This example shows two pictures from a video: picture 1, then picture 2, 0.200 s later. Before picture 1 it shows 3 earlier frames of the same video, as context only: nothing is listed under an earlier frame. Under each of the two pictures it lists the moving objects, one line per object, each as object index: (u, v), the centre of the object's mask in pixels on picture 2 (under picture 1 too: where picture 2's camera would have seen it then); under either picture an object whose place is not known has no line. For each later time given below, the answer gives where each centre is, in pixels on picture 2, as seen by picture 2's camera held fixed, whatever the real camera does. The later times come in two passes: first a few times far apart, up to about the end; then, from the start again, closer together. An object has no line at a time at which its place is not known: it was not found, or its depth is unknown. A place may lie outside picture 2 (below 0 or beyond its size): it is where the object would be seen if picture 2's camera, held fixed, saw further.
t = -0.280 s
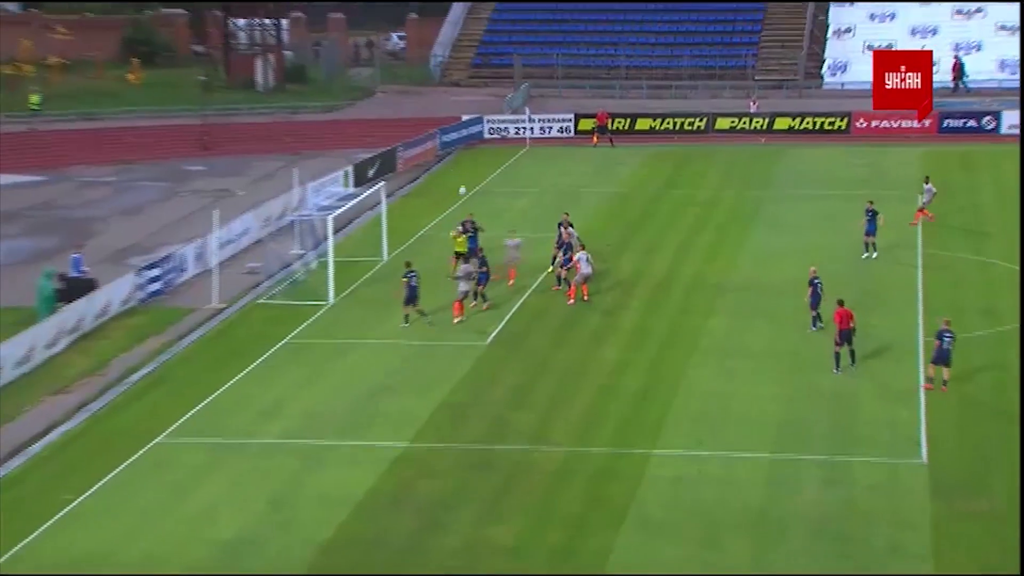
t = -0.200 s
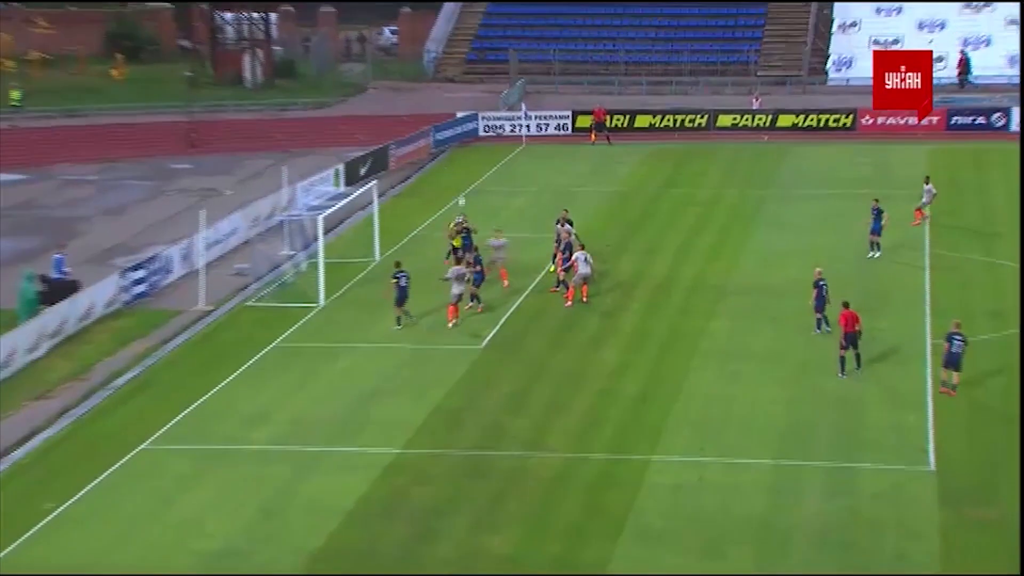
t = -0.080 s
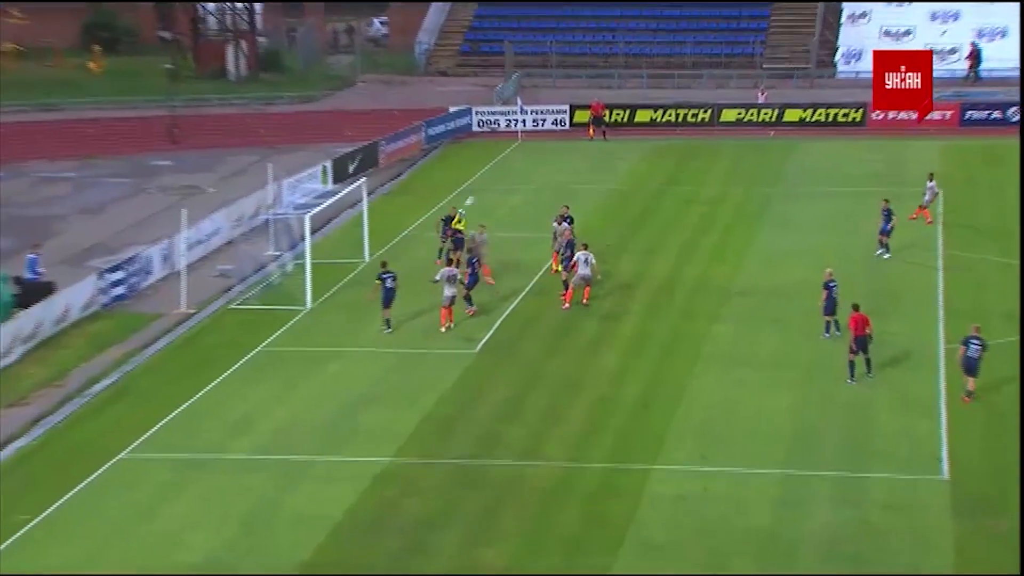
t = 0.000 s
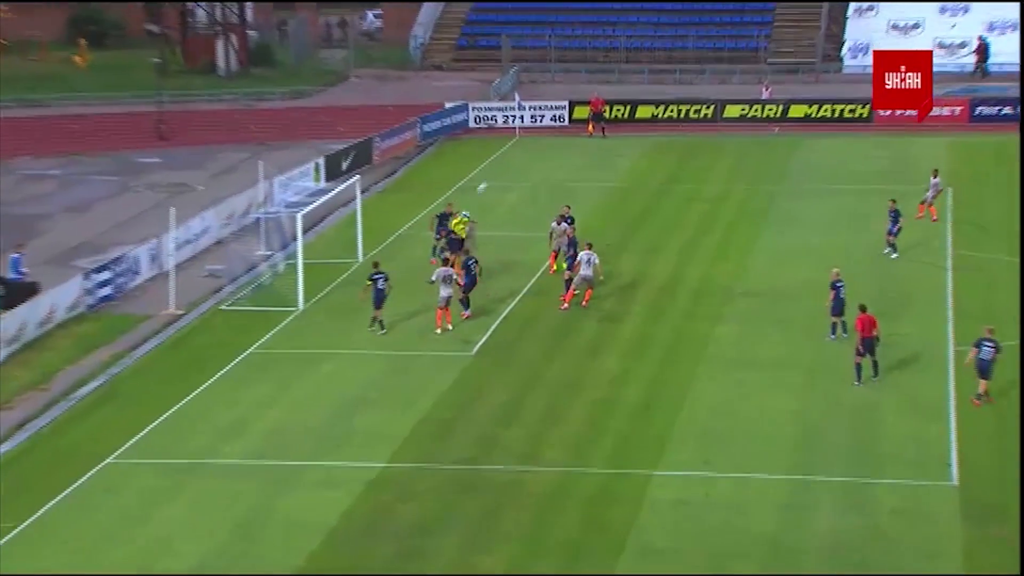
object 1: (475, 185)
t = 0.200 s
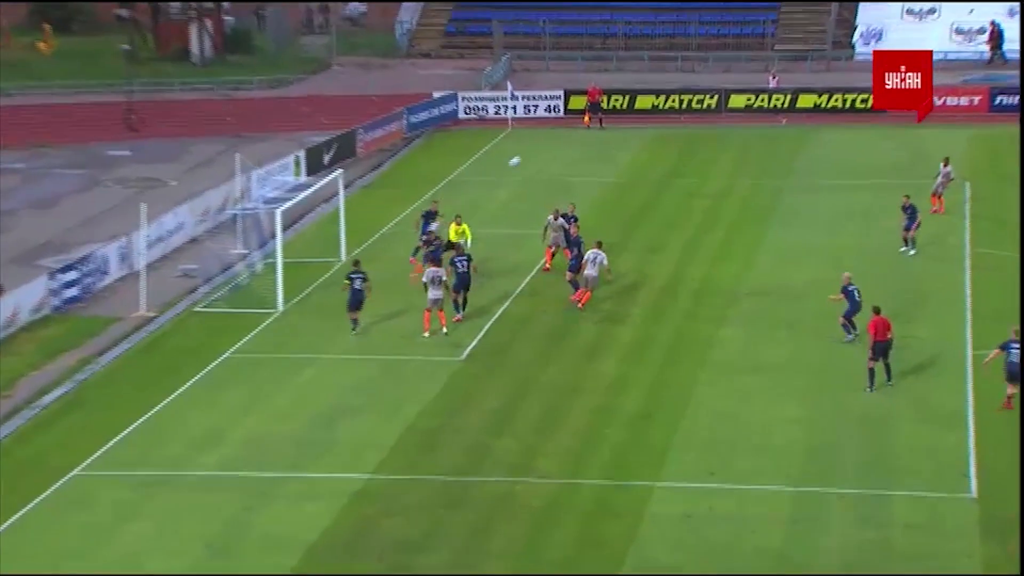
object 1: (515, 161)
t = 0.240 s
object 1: (523, 159)
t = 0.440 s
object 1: (573, 153)
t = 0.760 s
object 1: (659, 188)
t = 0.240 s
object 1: (523, 159)
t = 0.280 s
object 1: (533, 155)
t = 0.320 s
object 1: (543, 153)
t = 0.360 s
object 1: (553, 152)
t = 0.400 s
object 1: (563, 152)
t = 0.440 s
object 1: (573, 153)
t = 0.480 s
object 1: (583, 154)
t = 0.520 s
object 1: (593, 155)
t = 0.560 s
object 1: (604, 159)
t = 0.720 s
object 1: (649, 181)
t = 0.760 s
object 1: (659, 188)
